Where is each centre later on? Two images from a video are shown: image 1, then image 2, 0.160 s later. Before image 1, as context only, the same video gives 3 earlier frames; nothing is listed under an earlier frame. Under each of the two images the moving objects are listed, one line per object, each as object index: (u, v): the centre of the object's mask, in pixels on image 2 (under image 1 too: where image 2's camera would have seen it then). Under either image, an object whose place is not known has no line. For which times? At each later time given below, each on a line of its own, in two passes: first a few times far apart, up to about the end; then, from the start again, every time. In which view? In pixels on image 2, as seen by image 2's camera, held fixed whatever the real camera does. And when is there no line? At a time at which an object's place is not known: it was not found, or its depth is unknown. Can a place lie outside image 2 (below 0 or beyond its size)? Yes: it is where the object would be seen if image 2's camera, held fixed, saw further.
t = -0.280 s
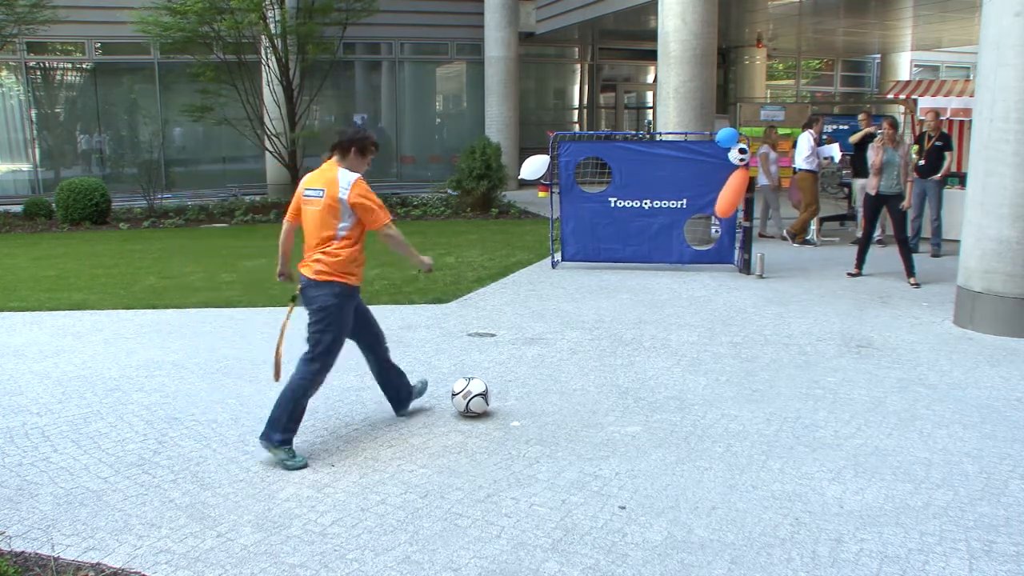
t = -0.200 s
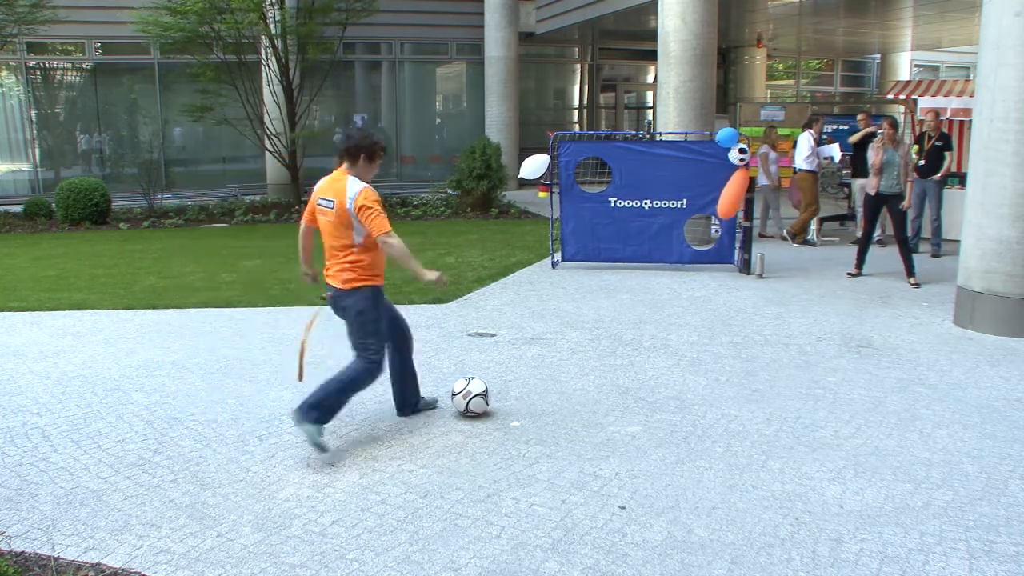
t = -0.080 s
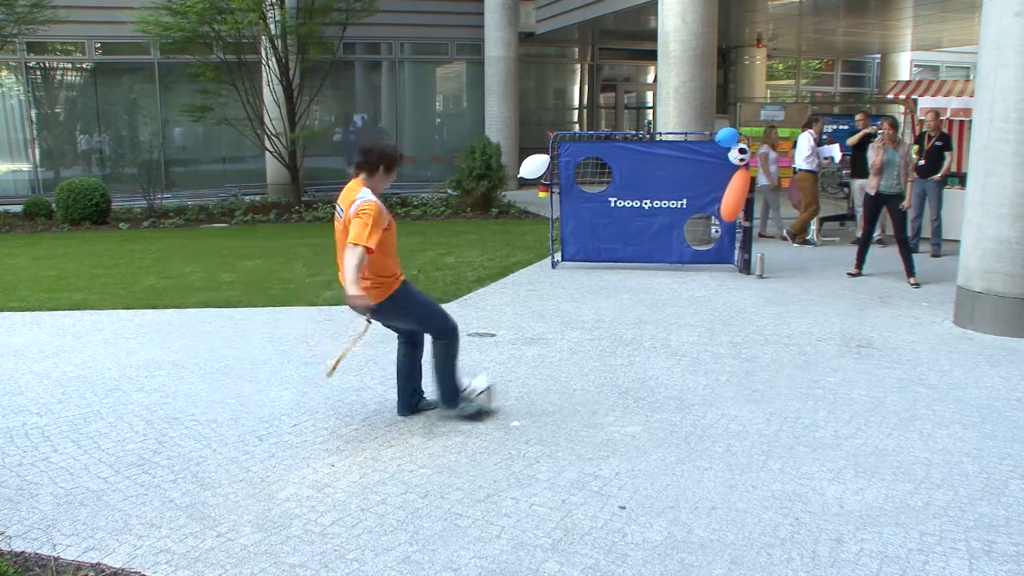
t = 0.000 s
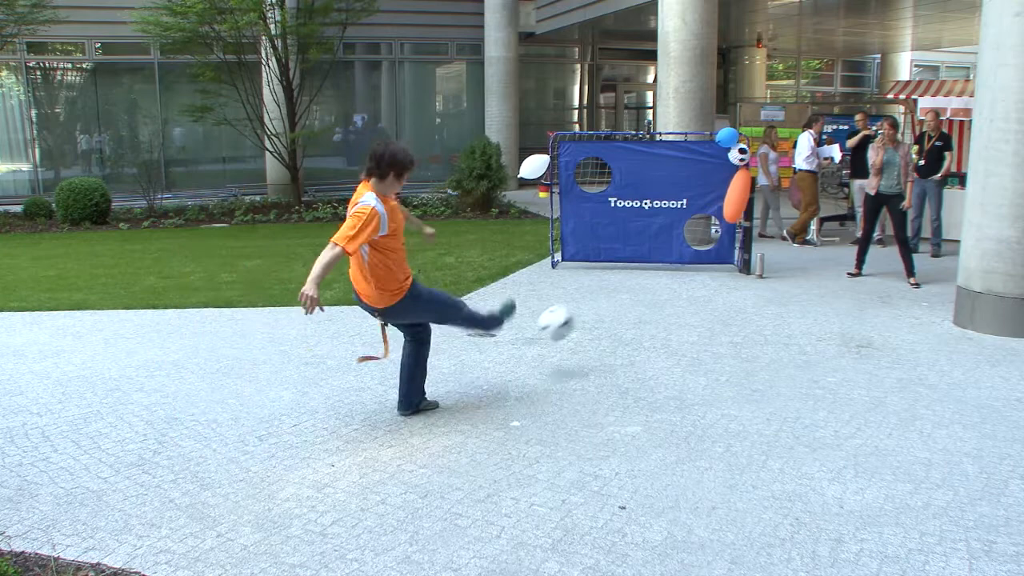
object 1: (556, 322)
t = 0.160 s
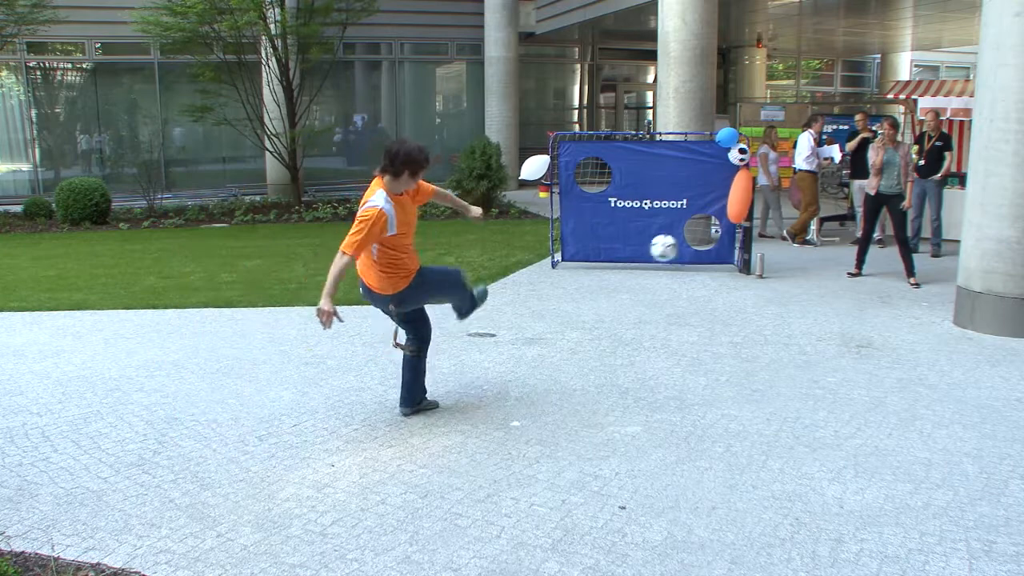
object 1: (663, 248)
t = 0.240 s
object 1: (699, 233)
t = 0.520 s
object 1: (707, 274)
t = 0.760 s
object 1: (646, 259)
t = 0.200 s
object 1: (682, 239)
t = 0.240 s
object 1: (699, 233)
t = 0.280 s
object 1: (715, 229)
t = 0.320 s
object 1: (728, 227)
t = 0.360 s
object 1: (740, 227)
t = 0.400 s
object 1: (743, 232)
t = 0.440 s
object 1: (731, 244)
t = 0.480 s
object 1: (719, 257)
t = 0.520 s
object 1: (707, 274)
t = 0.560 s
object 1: (696, 283)
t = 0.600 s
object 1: (687, 274)
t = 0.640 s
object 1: (678, 268)
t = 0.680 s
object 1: (667, 264)
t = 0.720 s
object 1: (658, 260)
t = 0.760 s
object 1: (646, 259)
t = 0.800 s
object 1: (634, 260)
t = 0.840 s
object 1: (621, 262)
